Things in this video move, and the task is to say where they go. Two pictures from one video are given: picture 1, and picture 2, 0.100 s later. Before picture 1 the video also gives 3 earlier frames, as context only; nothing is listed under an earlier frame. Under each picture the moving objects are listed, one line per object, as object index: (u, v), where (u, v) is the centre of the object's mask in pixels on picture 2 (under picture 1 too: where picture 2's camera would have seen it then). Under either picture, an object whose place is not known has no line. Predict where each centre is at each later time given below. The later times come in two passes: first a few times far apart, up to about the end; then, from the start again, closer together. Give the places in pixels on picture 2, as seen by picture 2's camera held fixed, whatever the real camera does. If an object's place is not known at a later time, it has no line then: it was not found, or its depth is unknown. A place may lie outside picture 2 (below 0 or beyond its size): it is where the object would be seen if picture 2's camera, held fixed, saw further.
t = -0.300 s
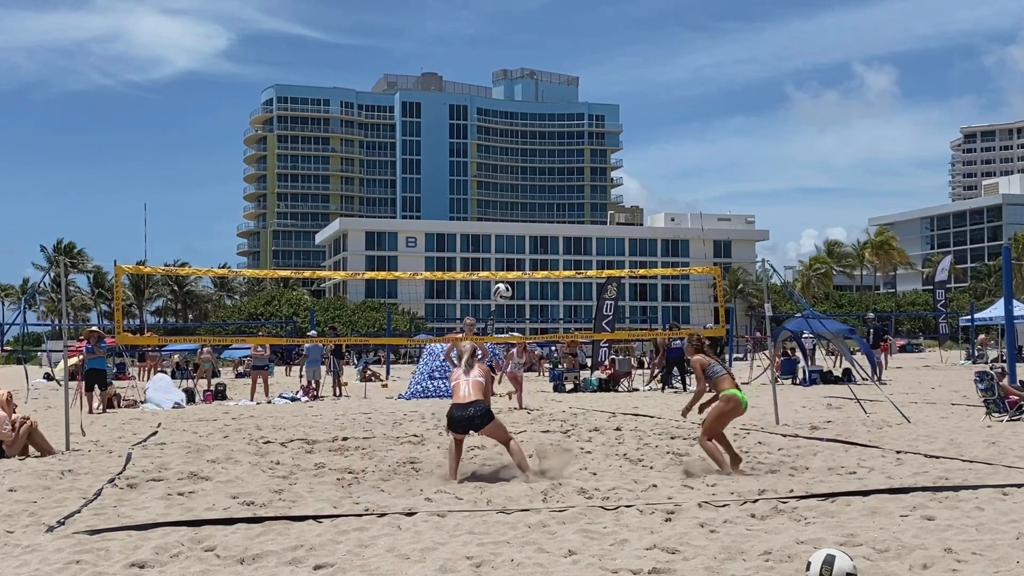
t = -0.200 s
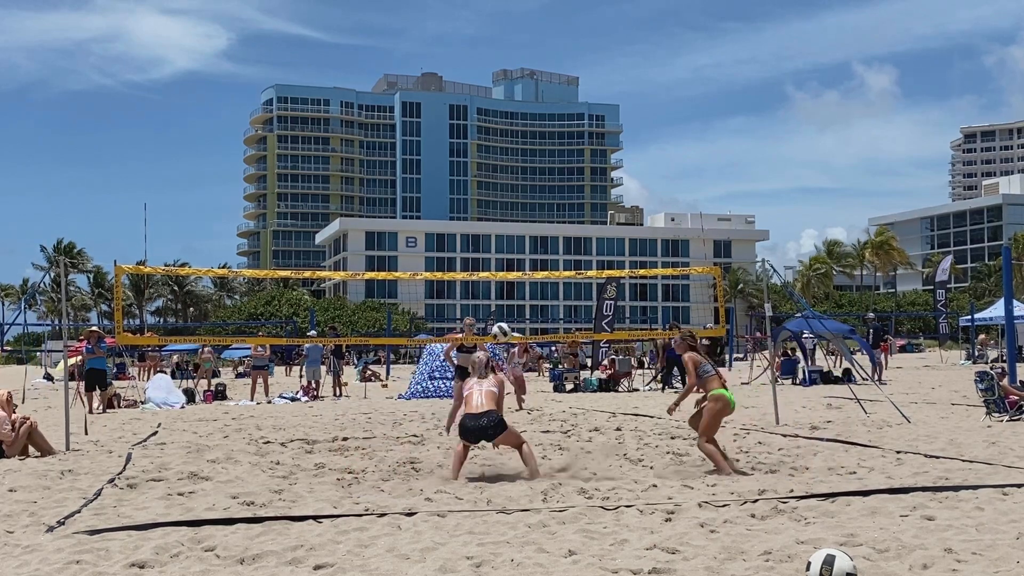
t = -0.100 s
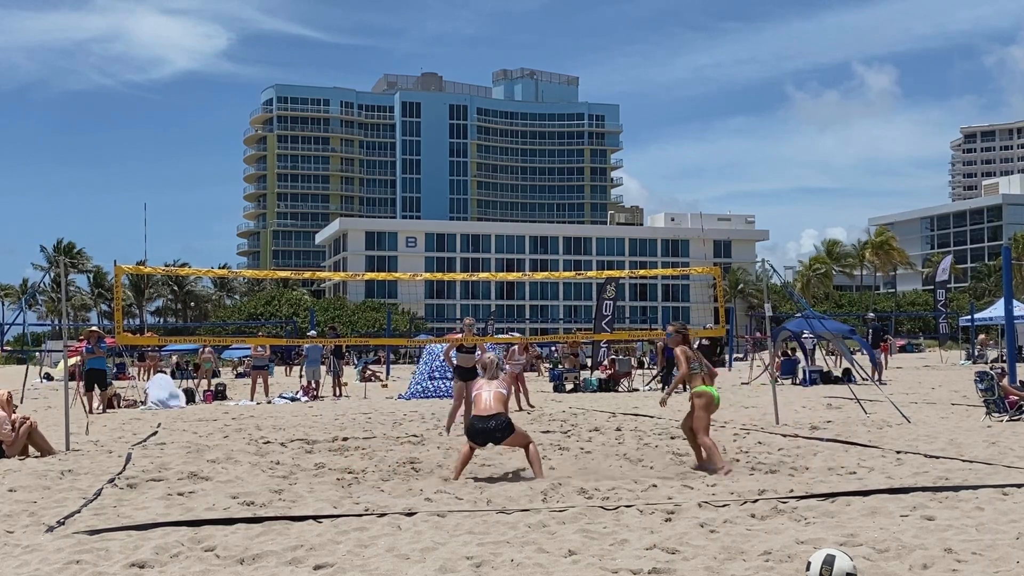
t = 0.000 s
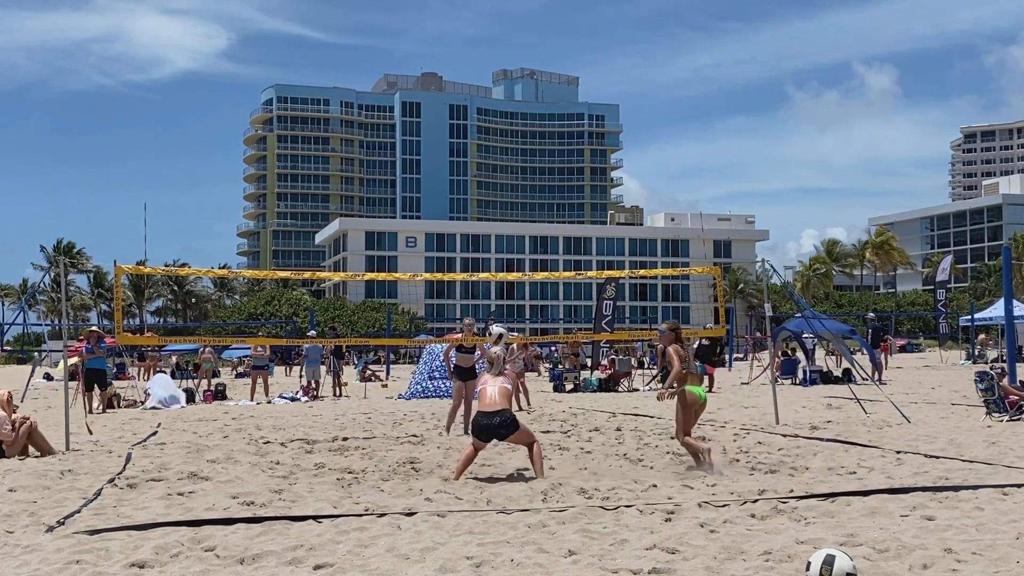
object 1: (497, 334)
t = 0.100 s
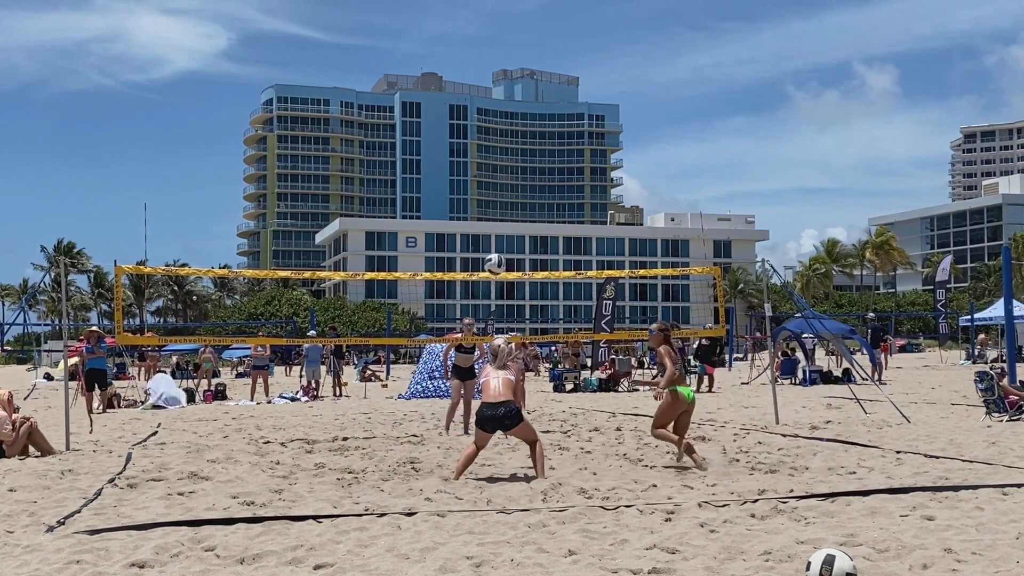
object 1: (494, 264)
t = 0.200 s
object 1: (493, 206)
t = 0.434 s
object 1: (490, 116)
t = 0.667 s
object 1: (490, 76)
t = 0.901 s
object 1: (494, 82)
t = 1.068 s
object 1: (498, 113)
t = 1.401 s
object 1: (507, 230)
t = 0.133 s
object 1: (494, 243)
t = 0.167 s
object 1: (494, 223)
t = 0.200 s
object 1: (493, 206)
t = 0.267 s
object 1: (492, 175)
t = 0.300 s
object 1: (491, 161)
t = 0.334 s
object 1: (491, 147)
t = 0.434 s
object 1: (490, 116)
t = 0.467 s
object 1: (490, 108)
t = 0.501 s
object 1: (490, 99)
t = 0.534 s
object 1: (489, 93)
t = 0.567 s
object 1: (489, 87)
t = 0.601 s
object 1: (490, 83)
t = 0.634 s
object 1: (490, 79)
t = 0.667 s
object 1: (490, 76)
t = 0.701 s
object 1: (491, 75)
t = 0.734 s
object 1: (491, 74)
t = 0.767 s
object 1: (492, 75)
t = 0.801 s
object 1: (492, 75)
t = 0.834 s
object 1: (493, 77)
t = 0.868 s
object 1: (493, 79)
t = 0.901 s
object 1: (494, 82)
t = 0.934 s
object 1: (494, 87)
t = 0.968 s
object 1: (495, 92)
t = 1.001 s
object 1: (496, 98)
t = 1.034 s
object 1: (497, 105)
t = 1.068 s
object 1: (498, 113)
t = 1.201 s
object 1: (501, 151)
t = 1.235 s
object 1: (502, 162)
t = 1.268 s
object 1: (503, 175)
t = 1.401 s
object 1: (507, 230)
